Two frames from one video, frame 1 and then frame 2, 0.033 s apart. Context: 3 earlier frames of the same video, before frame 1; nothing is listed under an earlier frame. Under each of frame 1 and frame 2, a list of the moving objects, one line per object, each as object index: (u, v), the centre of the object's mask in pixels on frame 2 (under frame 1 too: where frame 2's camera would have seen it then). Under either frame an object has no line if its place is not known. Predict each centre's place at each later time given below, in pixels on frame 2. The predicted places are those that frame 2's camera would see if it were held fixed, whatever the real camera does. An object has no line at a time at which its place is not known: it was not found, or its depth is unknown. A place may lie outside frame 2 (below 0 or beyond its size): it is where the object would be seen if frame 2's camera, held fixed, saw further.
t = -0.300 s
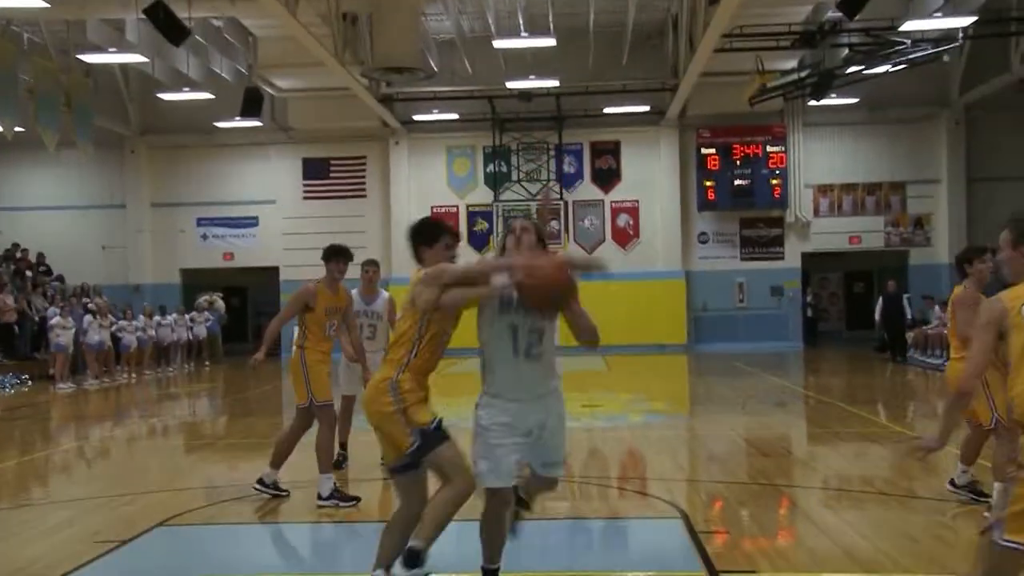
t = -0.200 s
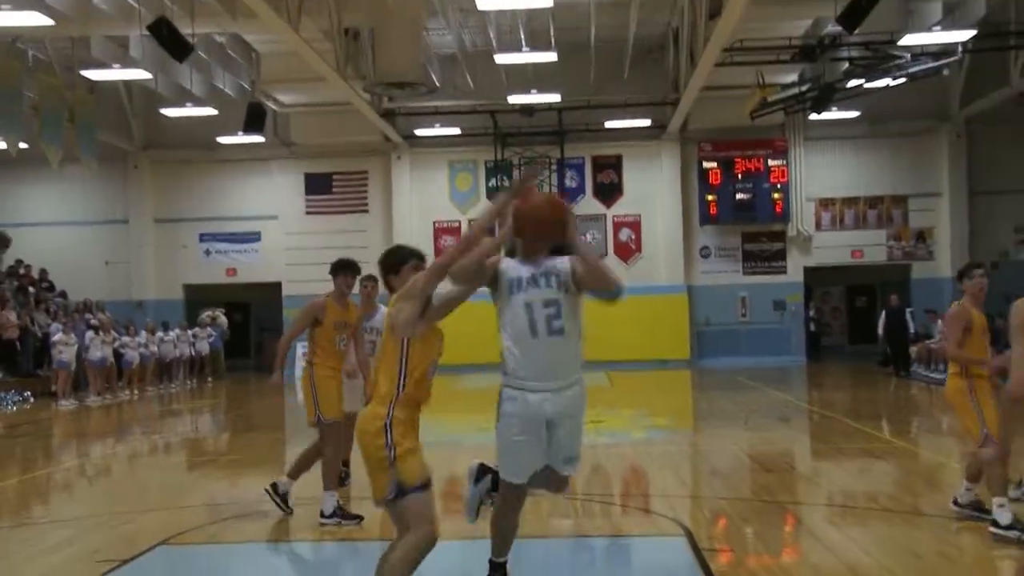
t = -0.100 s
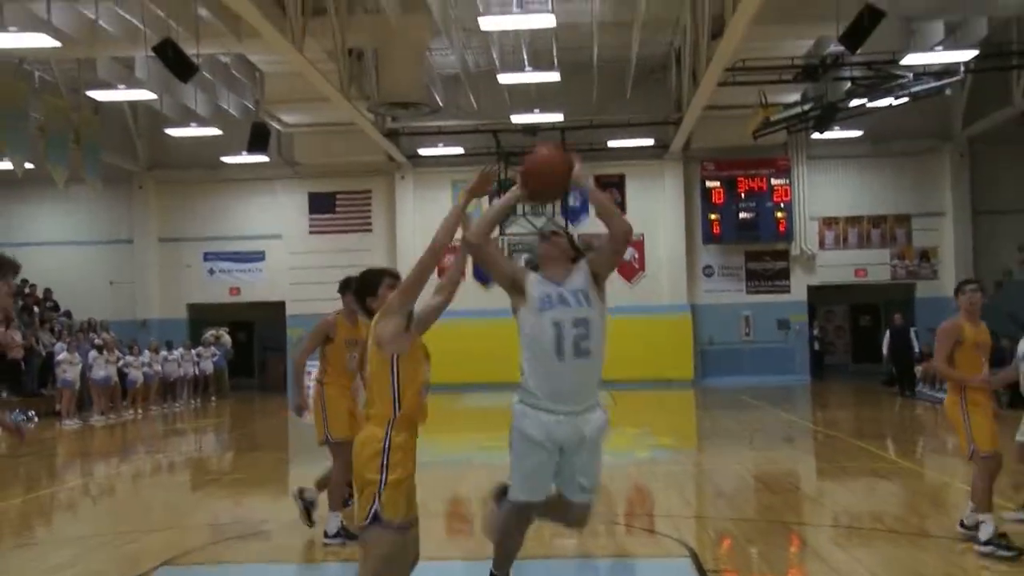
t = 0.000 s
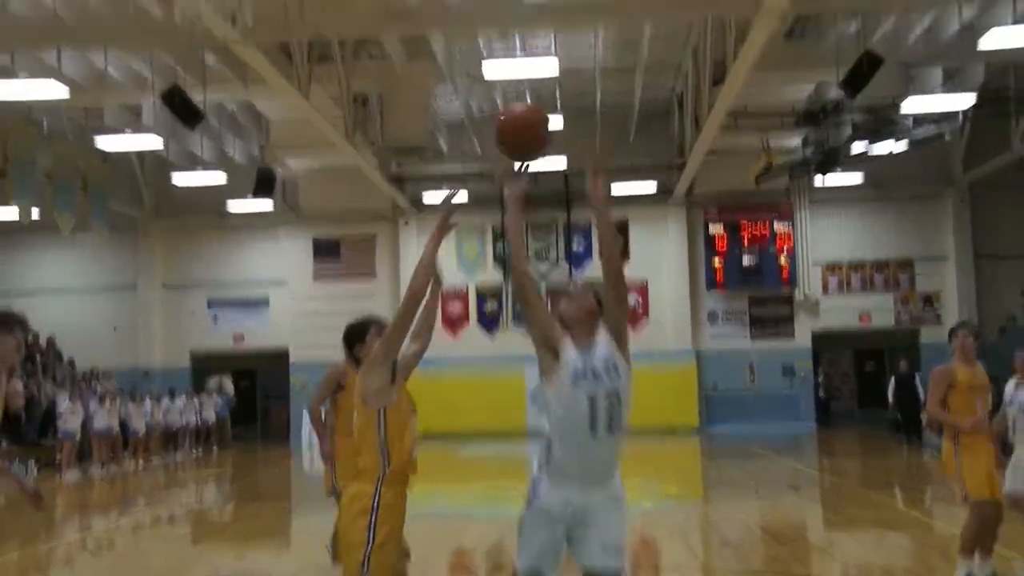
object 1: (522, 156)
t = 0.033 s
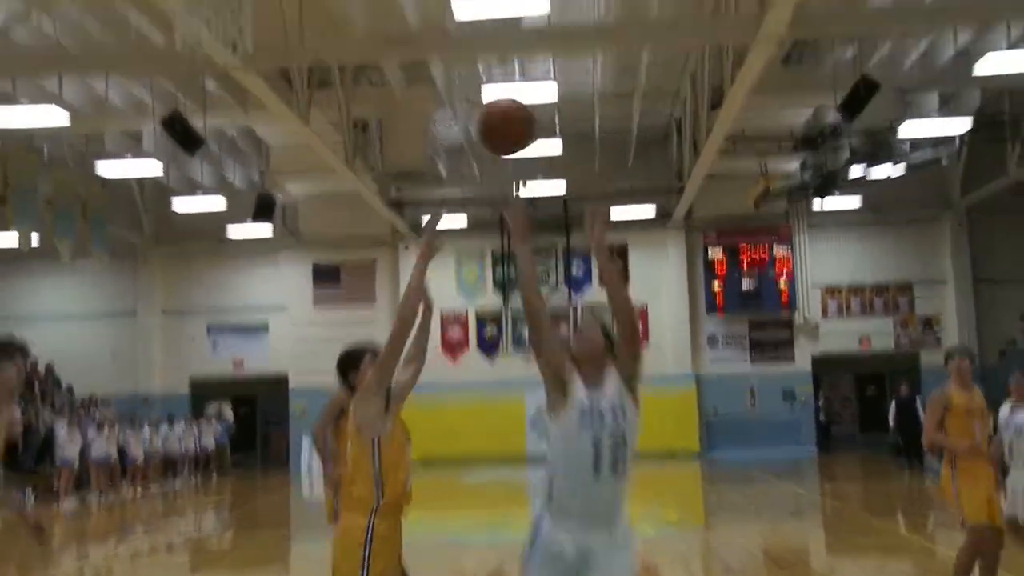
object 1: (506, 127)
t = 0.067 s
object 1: (490, 99)
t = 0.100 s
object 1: (477, 72)
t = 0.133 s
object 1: (464, 47)
